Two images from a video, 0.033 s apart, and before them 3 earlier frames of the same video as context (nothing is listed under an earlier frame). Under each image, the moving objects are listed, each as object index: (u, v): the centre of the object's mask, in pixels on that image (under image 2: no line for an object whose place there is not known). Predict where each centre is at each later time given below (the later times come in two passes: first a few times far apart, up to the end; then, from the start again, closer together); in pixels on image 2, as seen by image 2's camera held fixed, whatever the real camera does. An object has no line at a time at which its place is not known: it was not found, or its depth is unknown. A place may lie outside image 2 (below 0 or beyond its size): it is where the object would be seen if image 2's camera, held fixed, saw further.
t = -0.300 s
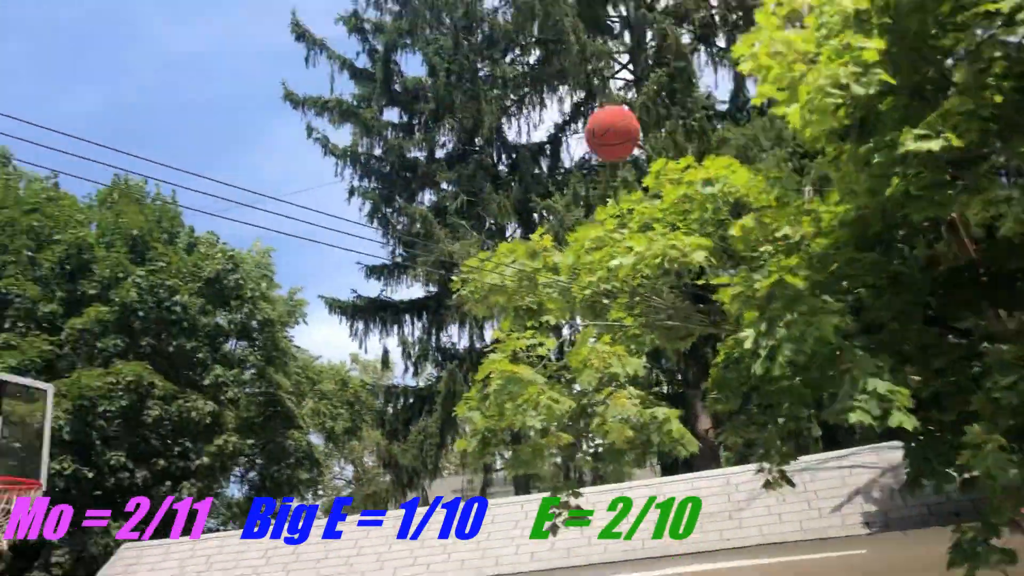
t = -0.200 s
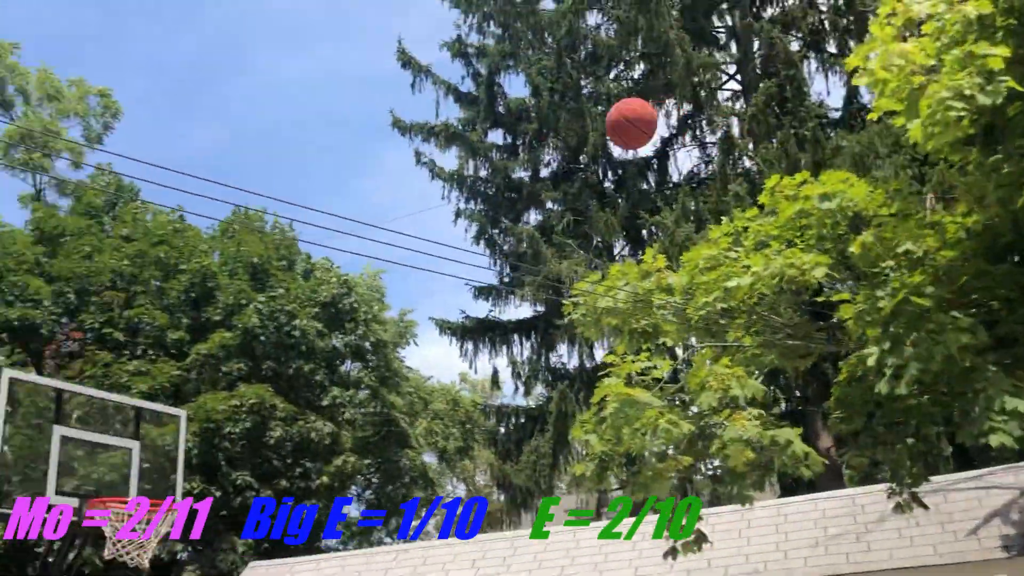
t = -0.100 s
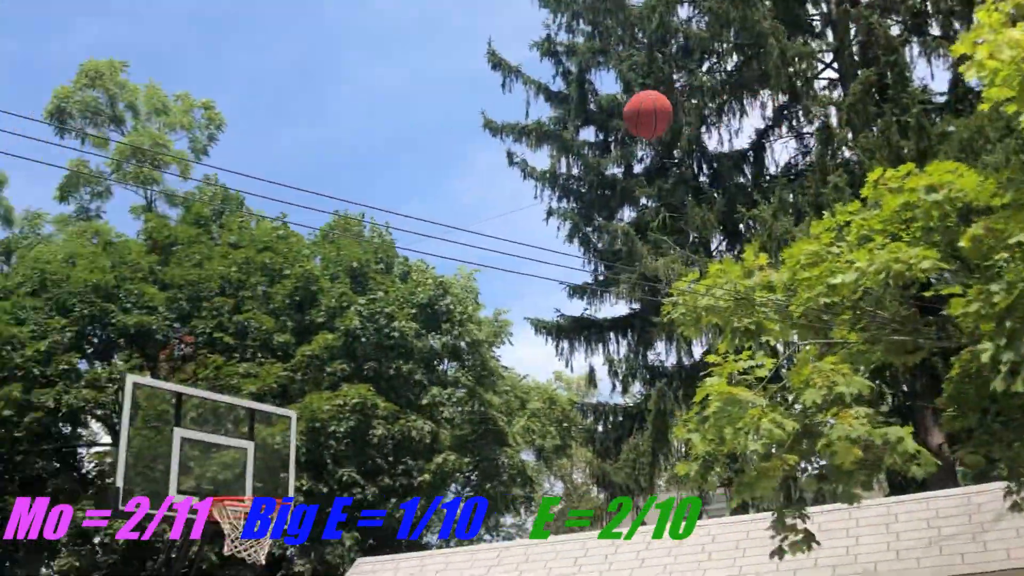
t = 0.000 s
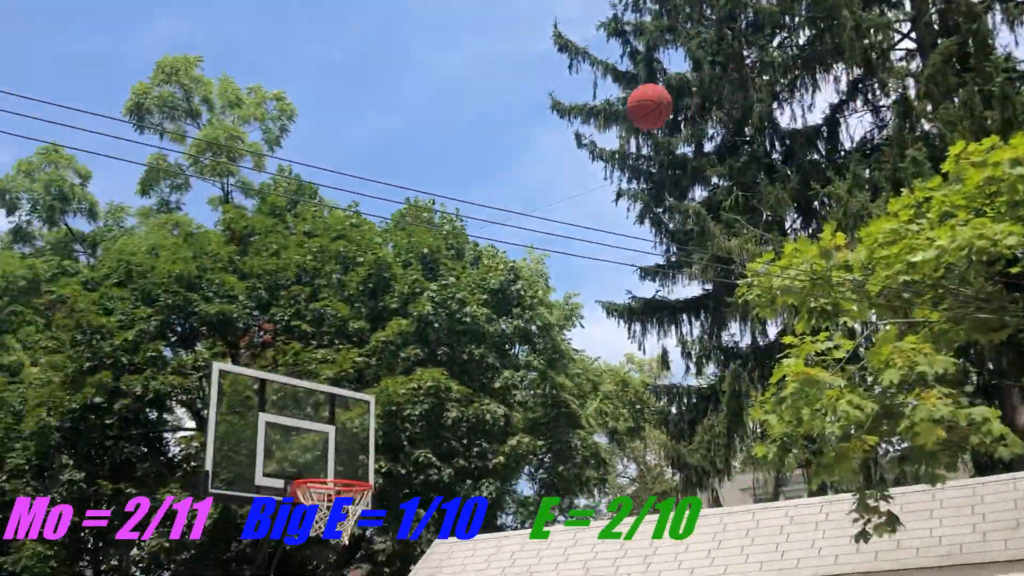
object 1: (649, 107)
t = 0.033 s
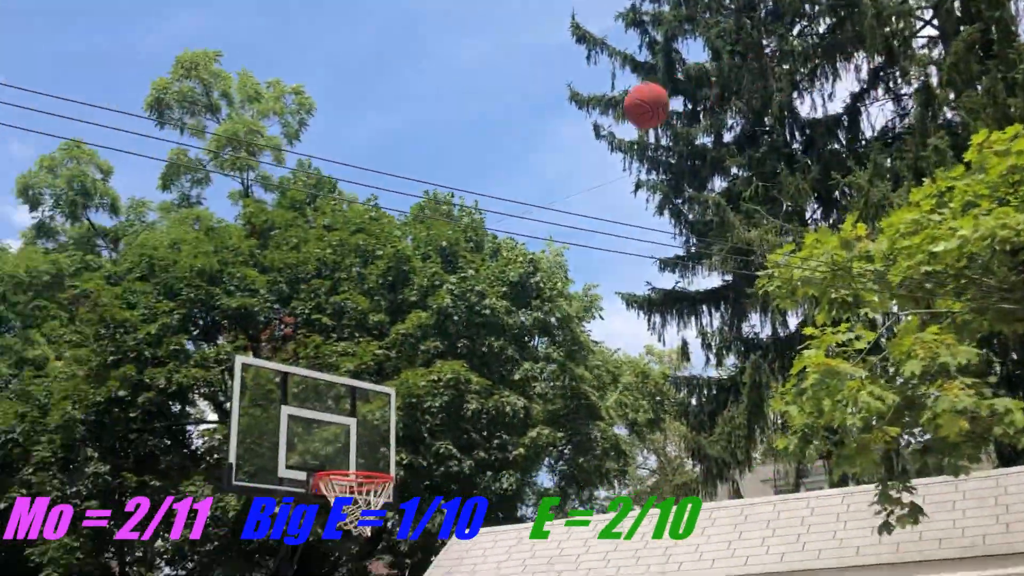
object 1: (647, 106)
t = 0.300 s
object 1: (498, 214)
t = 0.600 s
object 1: (359, 426)
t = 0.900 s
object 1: (339, 406)
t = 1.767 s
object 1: (328, 500)
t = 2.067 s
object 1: (342, 581)
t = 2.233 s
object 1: (349, 690)
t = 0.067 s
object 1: (626, 114)
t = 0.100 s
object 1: (606, 125)
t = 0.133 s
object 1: (587, 136)
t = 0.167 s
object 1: (568, 149)
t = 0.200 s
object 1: (550, 163)
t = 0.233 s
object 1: (532, 179)
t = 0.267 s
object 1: (515, 195)
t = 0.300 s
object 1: (498, 214)
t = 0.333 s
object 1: (482, 233)
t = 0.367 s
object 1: (465, 253)
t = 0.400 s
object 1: (450, 274)
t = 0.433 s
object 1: (435, 296)
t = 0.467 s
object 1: (419, 319)
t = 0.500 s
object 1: (403, 345)
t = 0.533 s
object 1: (389, 370)
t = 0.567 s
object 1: (374, 397)
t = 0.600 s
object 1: (359, 426)
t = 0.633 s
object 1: (345, 456)
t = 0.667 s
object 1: (345, 464)
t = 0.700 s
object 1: (362, 465)
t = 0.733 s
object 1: (363, 461)
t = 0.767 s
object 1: (358, 446)
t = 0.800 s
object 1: (354, 433)
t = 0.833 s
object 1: (349, 422)
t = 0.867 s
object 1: (345, 414)
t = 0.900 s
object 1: (339, 406)
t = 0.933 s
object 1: (335, 401)
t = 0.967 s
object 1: (330, 398)
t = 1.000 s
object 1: (325, 395)
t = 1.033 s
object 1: (320, 394)
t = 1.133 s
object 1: (323, 411)
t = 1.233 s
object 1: (325, 445)
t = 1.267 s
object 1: (327, 459)
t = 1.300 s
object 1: (332, 465)
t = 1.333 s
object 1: (341, 463)
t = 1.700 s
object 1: (339, 489)
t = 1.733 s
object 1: (333, 494)
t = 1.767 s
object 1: (328, 500)
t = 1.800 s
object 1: (326, 508)
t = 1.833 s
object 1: (328, 515)
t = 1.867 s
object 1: (329, 518)
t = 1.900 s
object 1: (332, 530)
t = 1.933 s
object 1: (335, 532)
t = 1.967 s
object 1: (337, 541)
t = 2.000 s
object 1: (339, 552)
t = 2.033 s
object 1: (341, 566)
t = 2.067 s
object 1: (342, 581)
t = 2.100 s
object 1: (344, 599)
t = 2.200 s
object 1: (347, 664)
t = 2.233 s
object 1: (349, 690)
